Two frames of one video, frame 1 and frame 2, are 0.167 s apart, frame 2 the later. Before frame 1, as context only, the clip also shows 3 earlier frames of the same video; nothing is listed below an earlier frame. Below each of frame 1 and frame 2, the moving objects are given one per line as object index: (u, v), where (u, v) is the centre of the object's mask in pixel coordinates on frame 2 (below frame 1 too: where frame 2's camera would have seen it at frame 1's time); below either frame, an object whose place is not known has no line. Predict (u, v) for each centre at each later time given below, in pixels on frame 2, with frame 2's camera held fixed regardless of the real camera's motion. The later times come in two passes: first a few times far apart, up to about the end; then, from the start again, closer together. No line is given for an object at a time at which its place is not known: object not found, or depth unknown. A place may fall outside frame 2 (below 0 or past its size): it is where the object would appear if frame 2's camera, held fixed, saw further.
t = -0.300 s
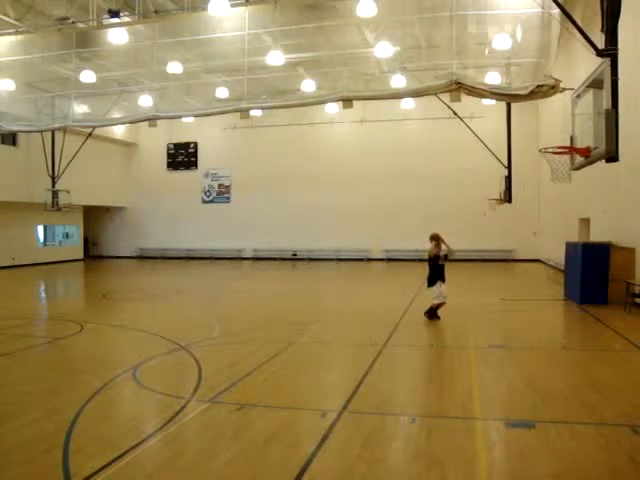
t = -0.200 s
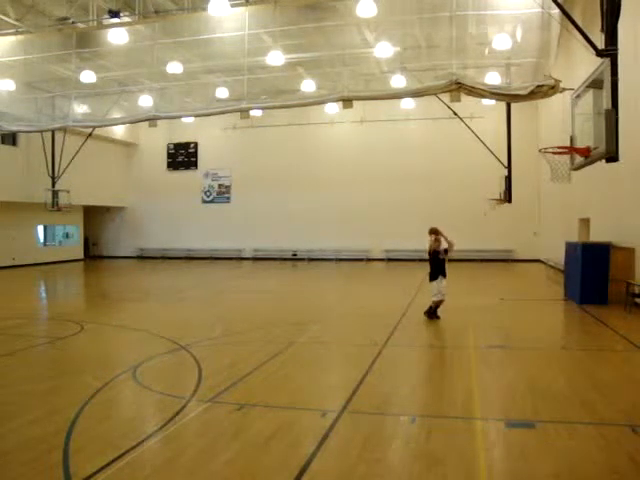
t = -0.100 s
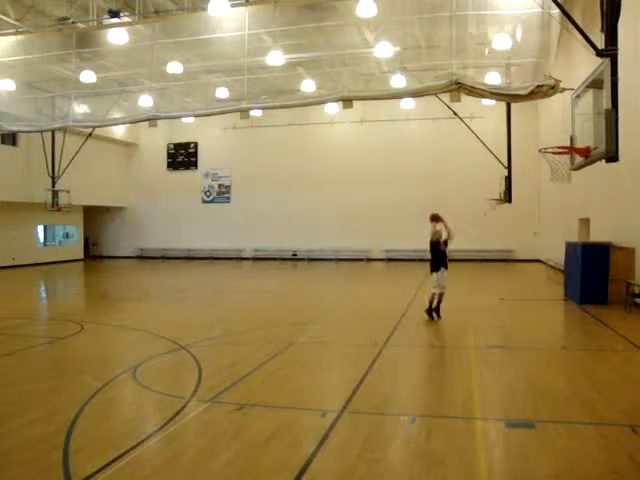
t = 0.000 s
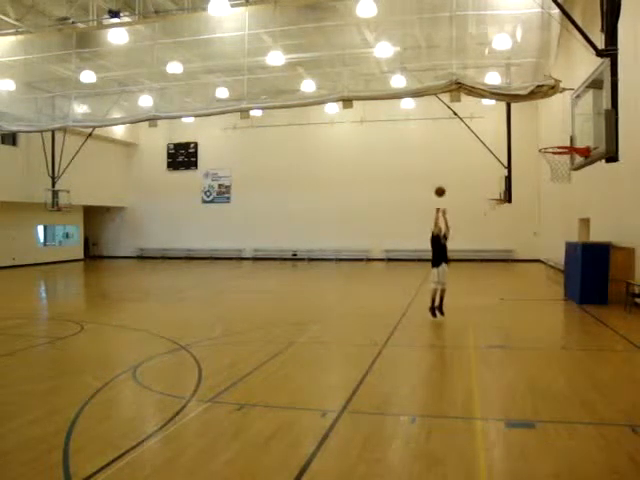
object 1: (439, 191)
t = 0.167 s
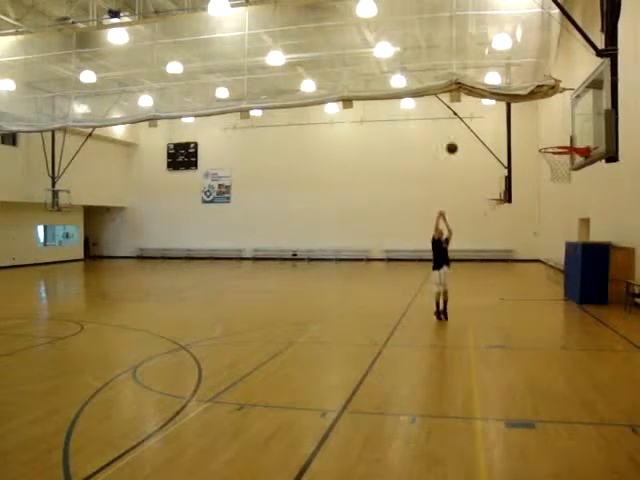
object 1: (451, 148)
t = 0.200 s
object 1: (453, 140)
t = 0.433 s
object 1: (471, 99)
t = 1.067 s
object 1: (544, 132)
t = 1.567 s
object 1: (592, 268)
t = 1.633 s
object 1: (599, 297)
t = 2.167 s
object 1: (620, 273)
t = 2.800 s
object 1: (626, 330)
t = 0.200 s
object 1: (453, 140)
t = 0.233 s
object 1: (456, 133)
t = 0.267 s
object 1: (459, 126)
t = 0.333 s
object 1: (463, 114)
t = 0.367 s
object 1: (466, 108)
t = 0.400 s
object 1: (469, 103)
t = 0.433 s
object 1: (471, 99)
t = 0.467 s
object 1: (474, 96)
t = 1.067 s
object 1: (544, 132)
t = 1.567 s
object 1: (592, 268)
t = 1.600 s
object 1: (595, 281)
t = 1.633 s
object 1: (599, 297)
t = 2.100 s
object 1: (616, 292)
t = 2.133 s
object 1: (619, 280)
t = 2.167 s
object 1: (620, 273)
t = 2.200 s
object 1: (621, 268)
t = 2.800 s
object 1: (626, 330)
